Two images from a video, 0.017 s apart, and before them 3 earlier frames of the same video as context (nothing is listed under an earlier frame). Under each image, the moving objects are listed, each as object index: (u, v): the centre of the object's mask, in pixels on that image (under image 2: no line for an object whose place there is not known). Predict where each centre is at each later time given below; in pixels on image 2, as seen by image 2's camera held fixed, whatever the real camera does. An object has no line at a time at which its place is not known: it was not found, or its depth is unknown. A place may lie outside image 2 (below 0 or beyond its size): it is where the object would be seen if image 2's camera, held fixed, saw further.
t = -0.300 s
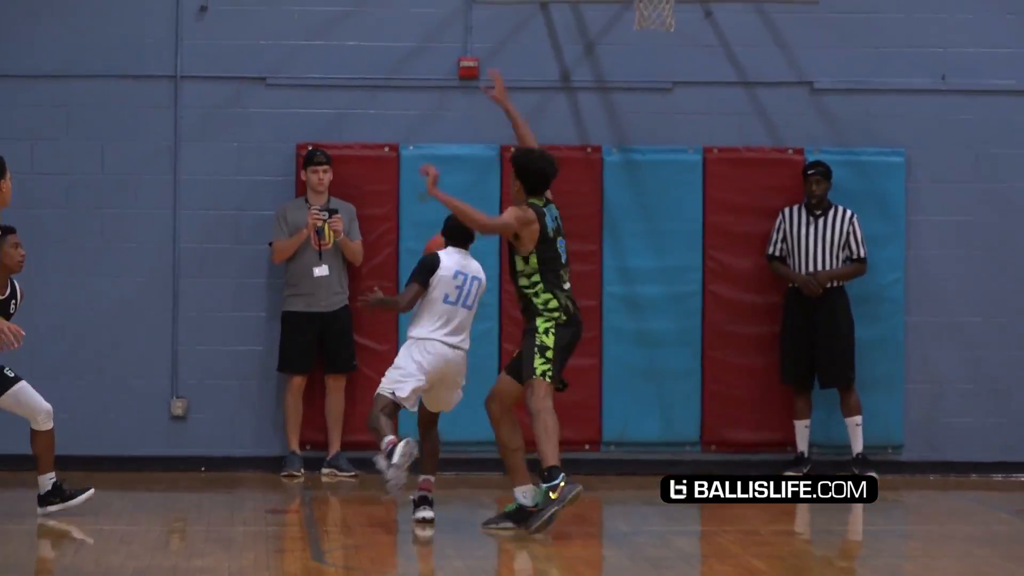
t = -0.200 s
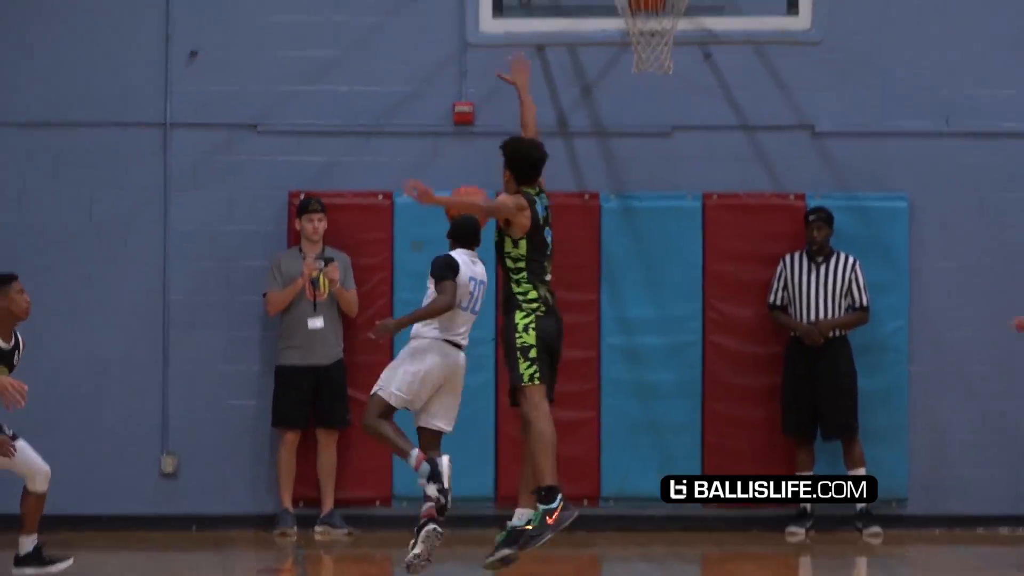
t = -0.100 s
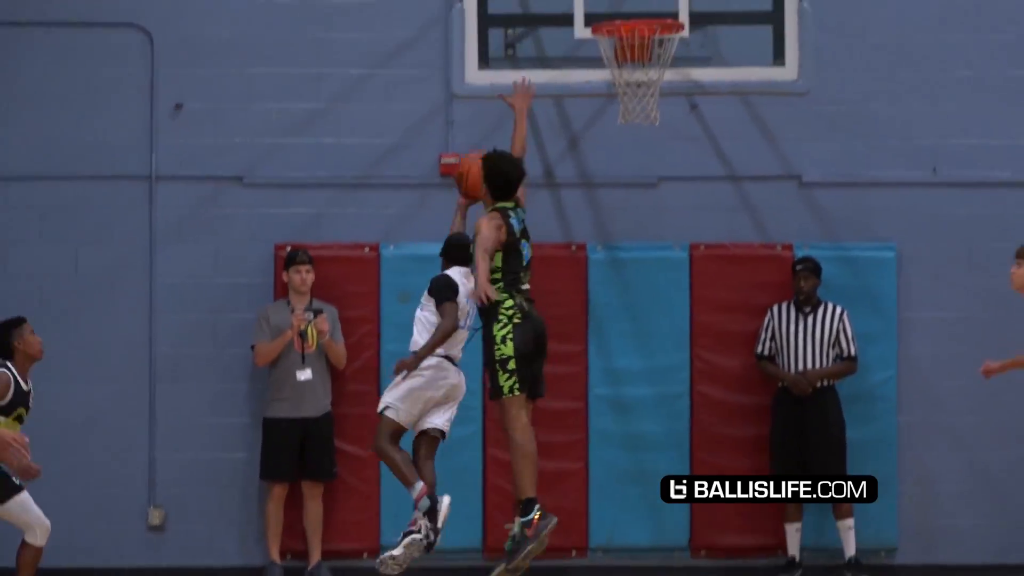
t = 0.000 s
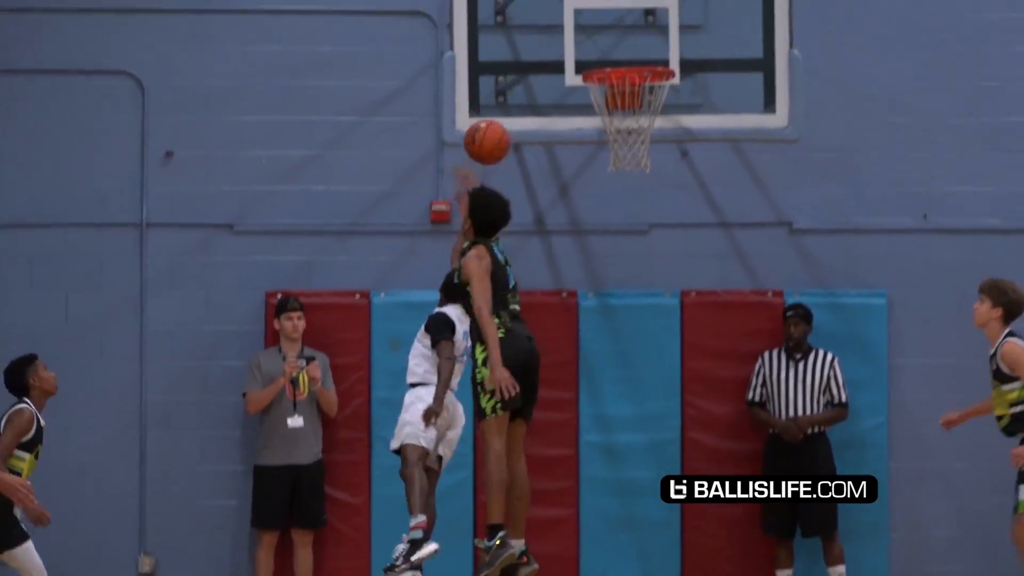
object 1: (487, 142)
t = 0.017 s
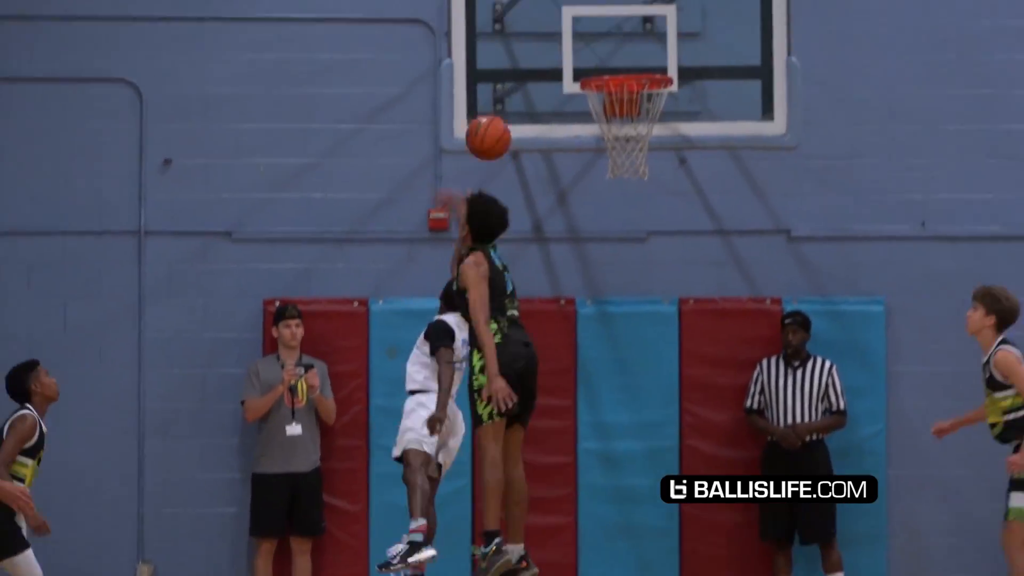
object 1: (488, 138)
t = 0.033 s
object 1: (491, 126)
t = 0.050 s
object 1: (494, 114)
